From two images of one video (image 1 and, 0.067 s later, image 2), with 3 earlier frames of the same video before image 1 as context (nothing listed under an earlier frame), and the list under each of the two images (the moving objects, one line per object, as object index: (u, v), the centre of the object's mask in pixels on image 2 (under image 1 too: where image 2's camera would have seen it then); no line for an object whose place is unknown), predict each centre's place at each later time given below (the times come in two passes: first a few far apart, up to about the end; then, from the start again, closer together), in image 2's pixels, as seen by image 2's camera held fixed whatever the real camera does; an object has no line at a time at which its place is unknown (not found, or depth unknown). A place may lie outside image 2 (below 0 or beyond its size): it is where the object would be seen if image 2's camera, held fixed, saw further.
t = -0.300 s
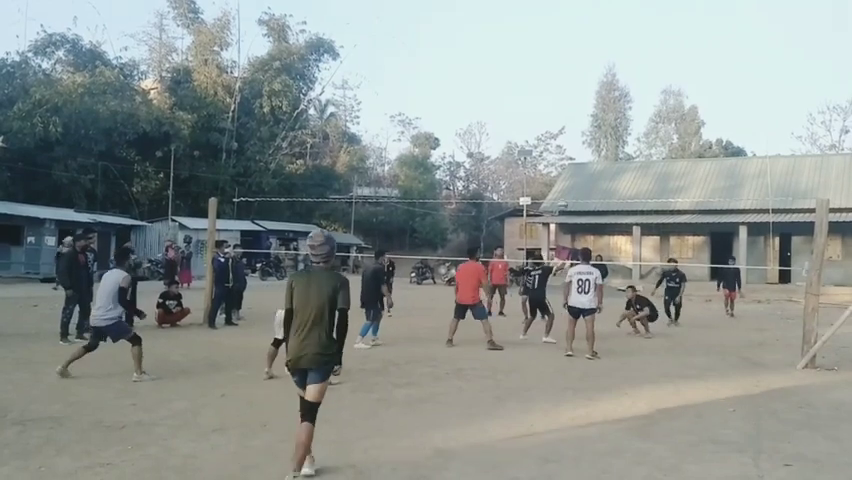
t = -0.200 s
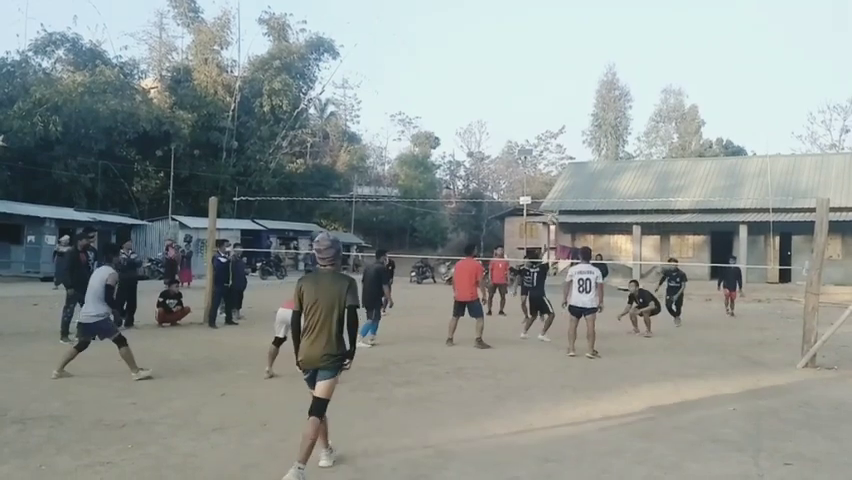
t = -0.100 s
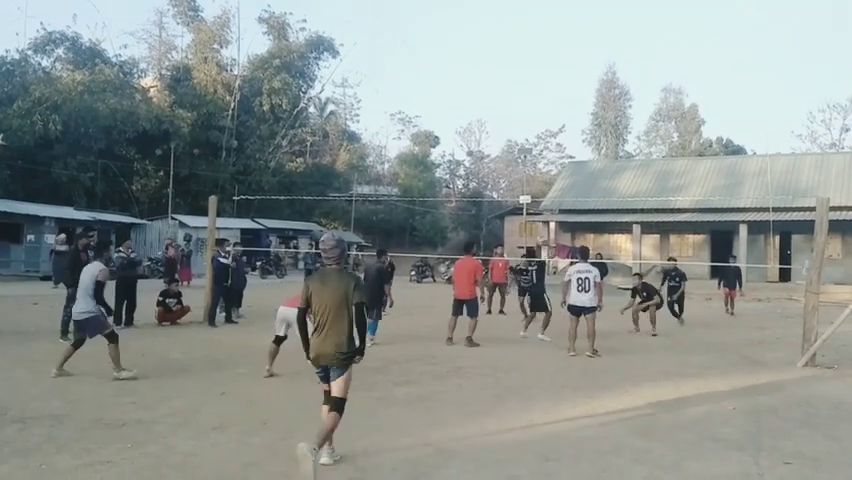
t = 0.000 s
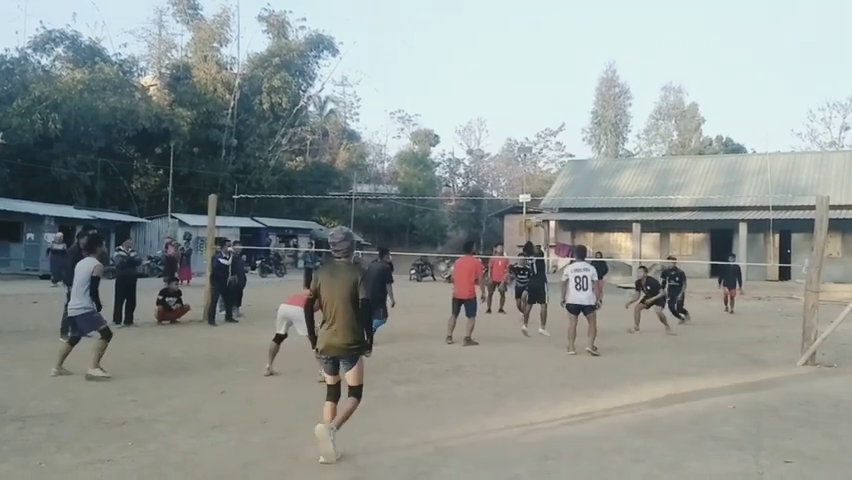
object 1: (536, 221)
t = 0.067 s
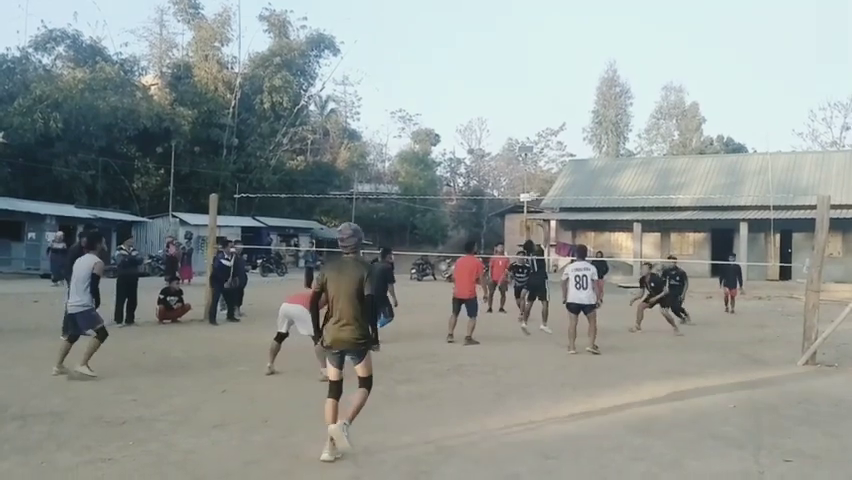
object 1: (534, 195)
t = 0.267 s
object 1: (527, 139)
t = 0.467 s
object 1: (521, 106)
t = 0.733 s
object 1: (512, 98)
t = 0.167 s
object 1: (531, 165)
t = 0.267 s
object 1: (527, 139)
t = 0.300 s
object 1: (526, 131)
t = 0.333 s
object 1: (525, 125)
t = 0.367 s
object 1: (524, 119)
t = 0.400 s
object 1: (523, 114)
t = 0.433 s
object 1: (522, 109)
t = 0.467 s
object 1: (521, 106)
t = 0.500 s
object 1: (520, 103)
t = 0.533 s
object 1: (519, 100)
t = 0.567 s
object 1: (518, 98)
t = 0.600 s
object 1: (517, 97)
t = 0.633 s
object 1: (516, 96)
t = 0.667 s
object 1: (515, 96)
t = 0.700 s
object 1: (513, 97)
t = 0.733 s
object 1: (512, 98)
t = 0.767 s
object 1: (511, 100)
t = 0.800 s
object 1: (510, 102)
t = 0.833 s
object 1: (509, 105)
